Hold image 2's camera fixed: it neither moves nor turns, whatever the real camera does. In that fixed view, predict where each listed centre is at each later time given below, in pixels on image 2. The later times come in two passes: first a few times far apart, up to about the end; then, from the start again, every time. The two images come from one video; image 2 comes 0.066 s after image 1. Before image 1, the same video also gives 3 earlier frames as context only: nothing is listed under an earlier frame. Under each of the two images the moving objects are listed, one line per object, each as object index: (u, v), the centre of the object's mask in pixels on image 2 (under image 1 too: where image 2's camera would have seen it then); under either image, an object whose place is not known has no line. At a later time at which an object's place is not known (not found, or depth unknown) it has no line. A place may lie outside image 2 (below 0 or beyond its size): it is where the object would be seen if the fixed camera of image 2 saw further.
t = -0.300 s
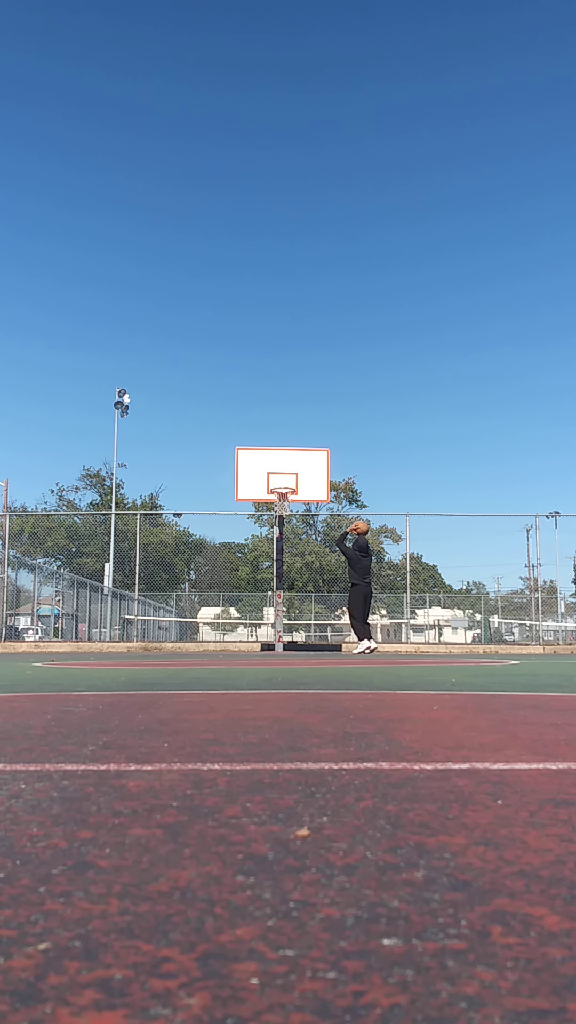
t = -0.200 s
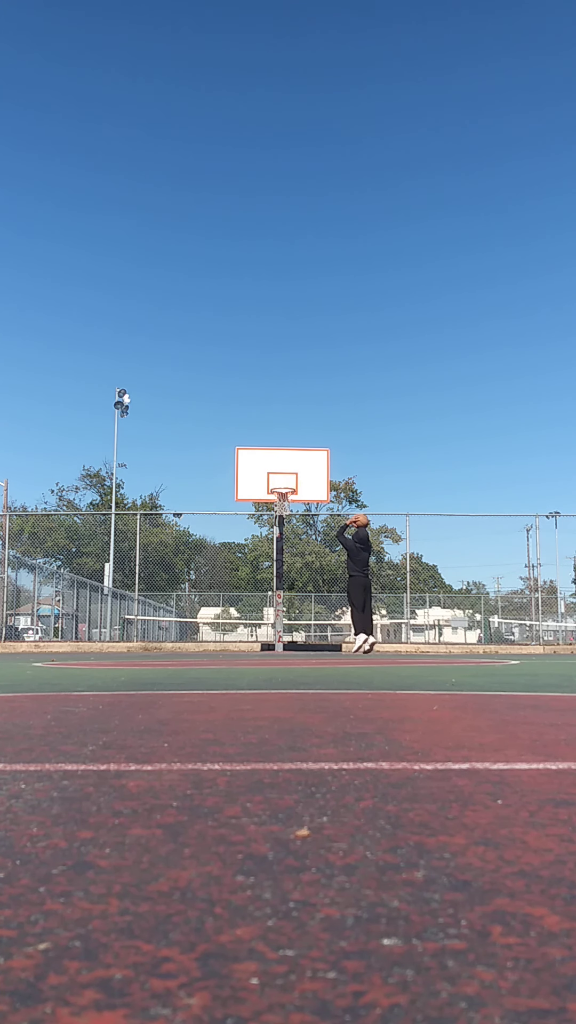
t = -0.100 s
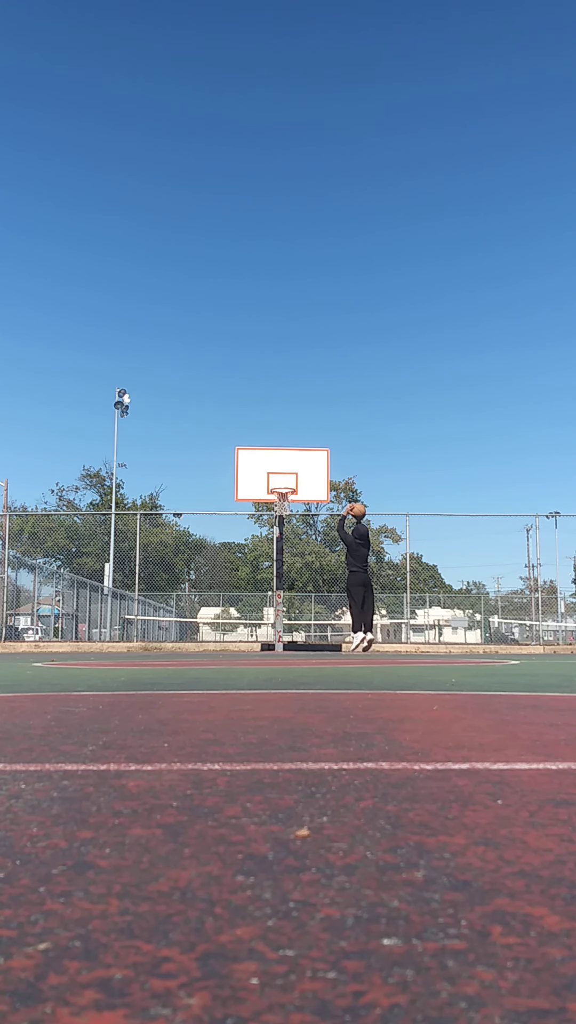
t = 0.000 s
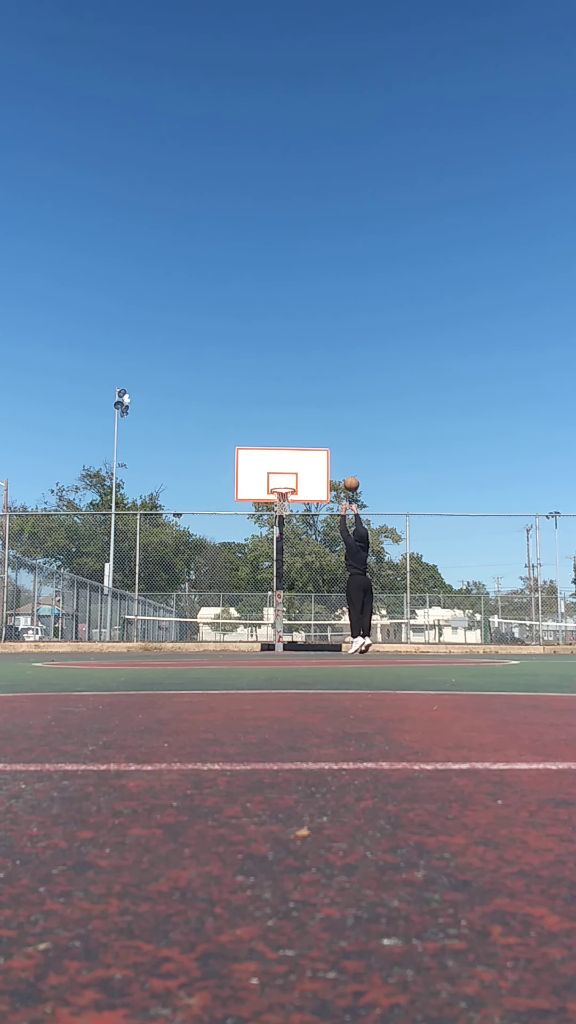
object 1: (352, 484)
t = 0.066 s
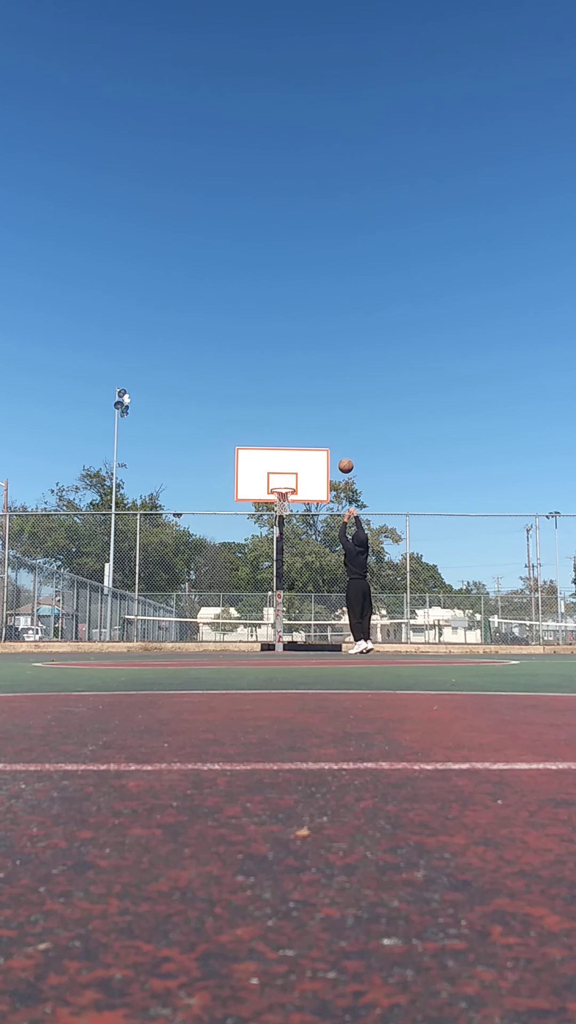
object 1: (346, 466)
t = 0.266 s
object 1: (330, 432)
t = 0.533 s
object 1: (312, 425)
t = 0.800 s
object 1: (297, 456)
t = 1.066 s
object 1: (278, 482)
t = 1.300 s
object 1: (253, 474)
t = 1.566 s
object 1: (225, 499)
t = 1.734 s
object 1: (208, 533)
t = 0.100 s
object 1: (343, 458)
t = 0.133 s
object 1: (340, 451)
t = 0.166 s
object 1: (337, 445)
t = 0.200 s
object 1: (335, 440)
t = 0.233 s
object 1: (332, 436)
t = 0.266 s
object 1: (330, 432)
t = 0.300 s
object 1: (327, 429)
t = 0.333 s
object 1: (325, 426)
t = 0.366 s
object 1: (323, 424)
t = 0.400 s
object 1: (321, 423)
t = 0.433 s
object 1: (319, 423)
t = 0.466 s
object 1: (317, 423)
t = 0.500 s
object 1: (314, 424)
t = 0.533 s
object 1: (312, 425)
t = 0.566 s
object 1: (310, 427)
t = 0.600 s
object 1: (308, 430)
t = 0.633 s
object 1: (307, 433)
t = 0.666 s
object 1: (305, 437)
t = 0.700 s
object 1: (303, 441)
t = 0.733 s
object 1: (301, 446)
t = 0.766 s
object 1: (299, 451)
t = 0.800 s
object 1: (297, 456)
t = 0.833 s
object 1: (296, 463)
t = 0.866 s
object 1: (294, 469)
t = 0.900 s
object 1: (292, 476)
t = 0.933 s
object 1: (291, 484)
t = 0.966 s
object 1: (288, 485)
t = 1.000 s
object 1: (285, 485)
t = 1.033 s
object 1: (281, 485)
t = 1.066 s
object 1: (278, 482)
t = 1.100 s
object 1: (274, 479)
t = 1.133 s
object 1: (271, 477)
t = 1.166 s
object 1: (267, 475)
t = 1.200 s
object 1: (264, 474)
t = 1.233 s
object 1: (260, 474)
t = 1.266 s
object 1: (257, 474)
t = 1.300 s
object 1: (253, 474)
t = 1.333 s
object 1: (250, 475)
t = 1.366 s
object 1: (246, 477)
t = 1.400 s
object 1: (243, 479)
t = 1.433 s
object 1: (239, 482)
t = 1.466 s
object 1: (236, 485)
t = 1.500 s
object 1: (232, 489)
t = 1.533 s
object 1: (229, 493)
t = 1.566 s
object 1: (225, 499)
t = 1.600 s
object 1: (222, 504)
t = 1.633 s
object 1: (218, 510)
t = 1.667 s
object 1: (214, 518)
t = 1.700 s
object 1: (211, 525)
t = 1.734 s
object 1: (208, 533)
